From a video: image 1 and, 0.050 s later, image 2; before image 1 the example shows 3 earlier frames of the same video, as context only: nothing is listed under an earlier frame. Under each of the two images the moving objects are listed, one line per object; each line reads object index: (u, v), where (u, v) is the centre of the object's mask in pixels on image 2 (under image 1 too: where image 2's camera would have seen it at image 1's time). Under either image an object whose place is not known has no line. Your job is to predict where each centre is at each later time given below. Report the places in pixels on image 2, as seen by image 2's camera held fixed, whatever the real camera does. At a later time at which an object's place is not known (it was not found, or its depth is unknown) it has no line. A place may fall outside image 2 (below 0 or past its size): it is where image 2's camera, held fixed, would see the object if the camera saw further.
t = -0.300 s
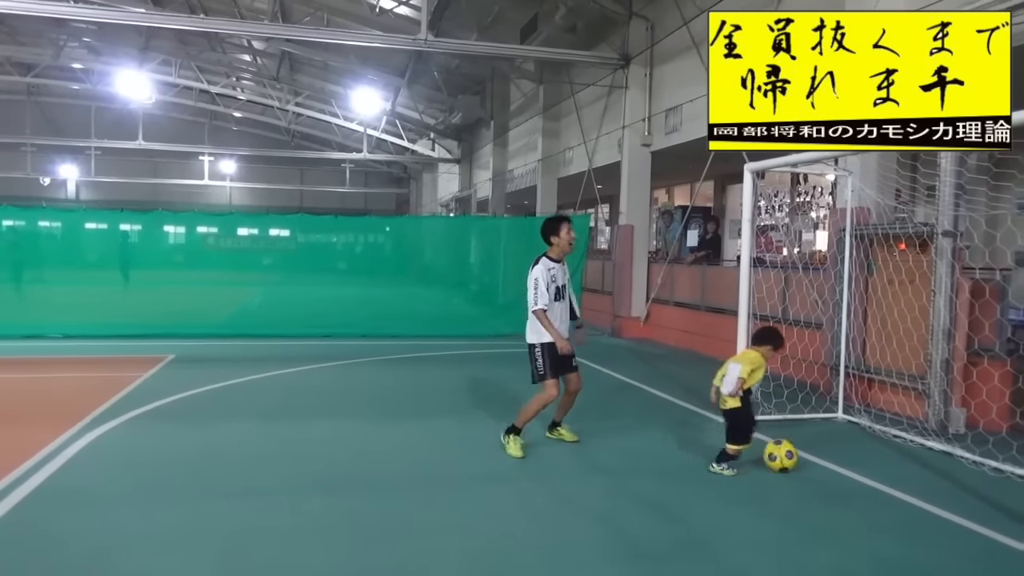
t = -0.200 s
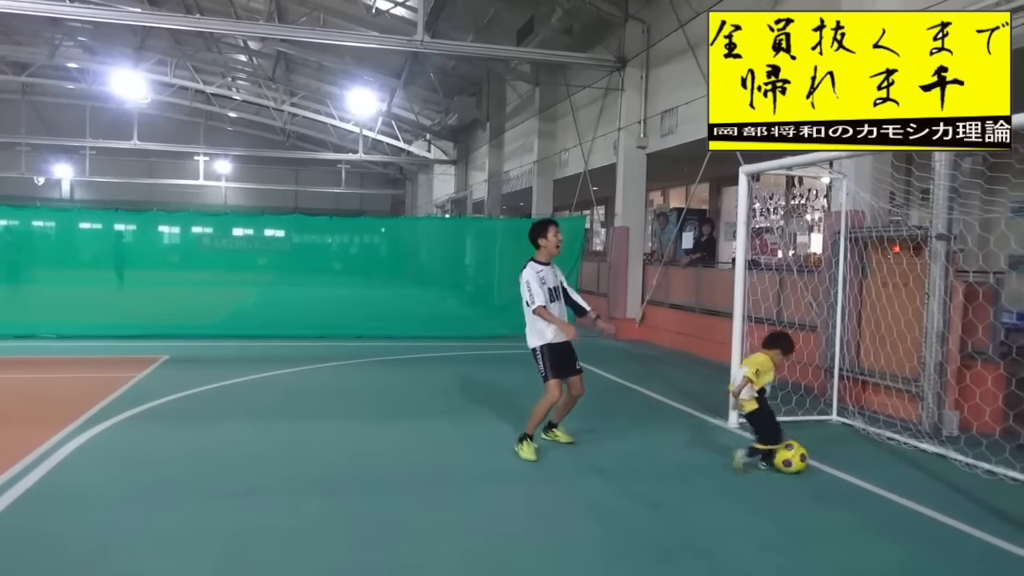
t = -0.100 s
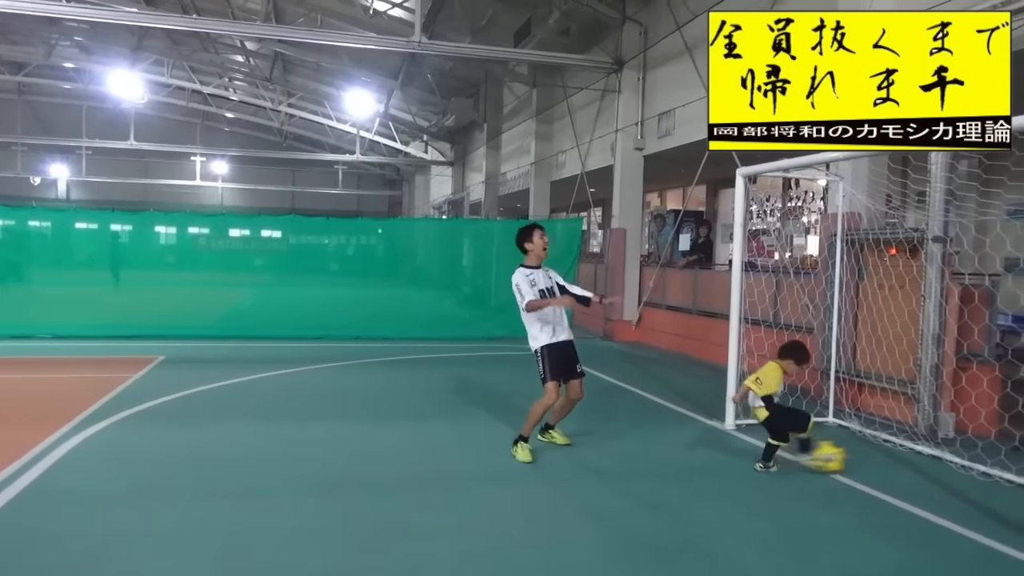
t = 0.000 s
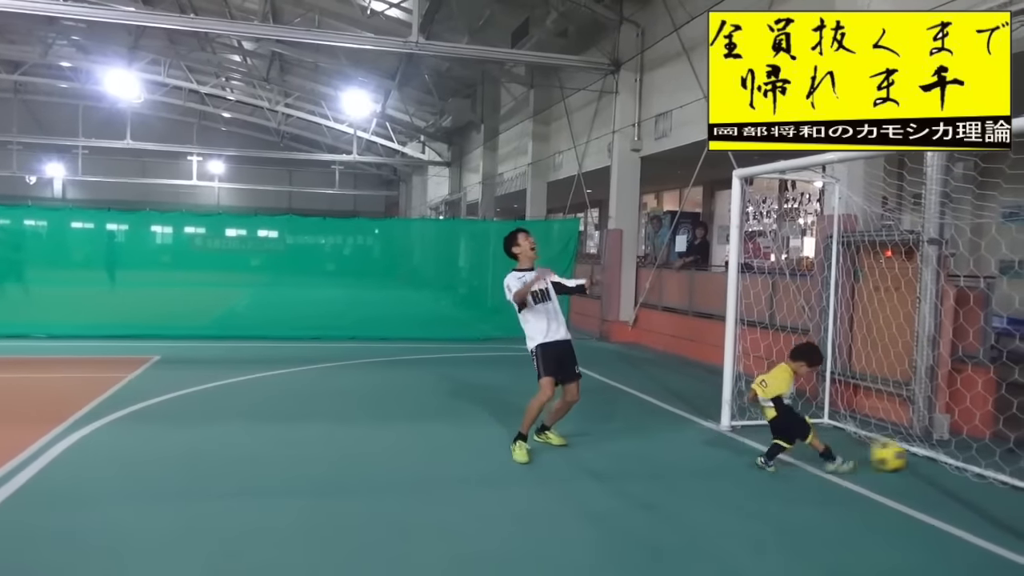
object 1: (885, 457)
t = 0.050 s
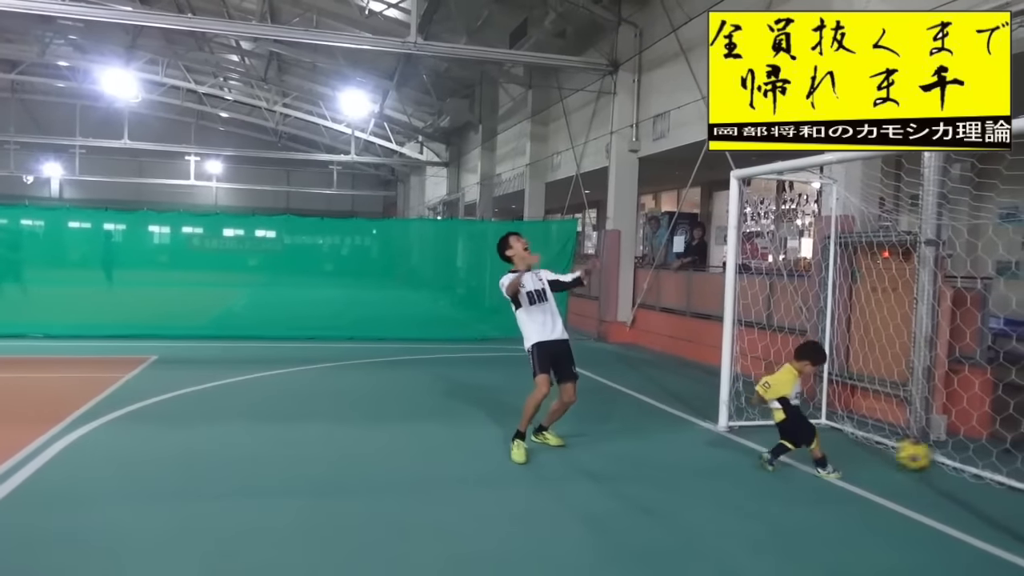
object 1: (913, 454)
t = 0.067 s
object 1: (923, 454)
